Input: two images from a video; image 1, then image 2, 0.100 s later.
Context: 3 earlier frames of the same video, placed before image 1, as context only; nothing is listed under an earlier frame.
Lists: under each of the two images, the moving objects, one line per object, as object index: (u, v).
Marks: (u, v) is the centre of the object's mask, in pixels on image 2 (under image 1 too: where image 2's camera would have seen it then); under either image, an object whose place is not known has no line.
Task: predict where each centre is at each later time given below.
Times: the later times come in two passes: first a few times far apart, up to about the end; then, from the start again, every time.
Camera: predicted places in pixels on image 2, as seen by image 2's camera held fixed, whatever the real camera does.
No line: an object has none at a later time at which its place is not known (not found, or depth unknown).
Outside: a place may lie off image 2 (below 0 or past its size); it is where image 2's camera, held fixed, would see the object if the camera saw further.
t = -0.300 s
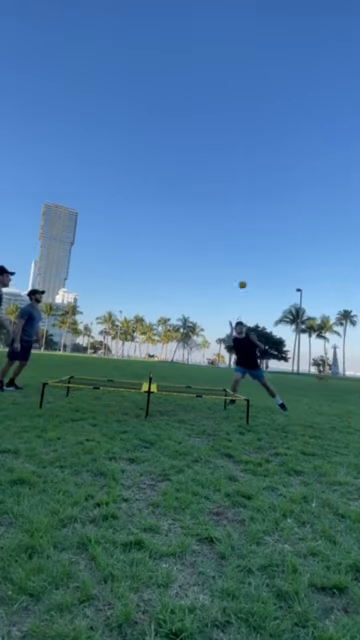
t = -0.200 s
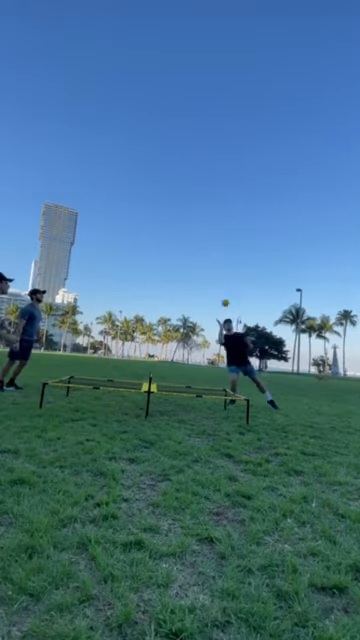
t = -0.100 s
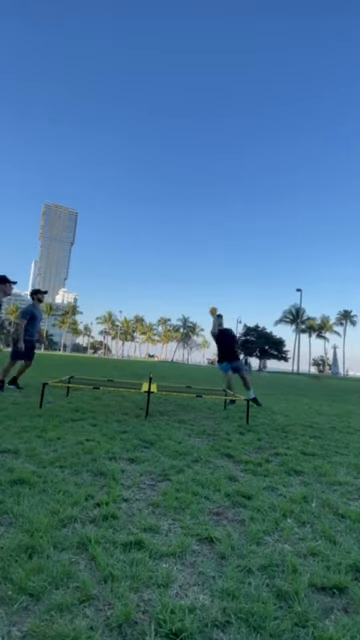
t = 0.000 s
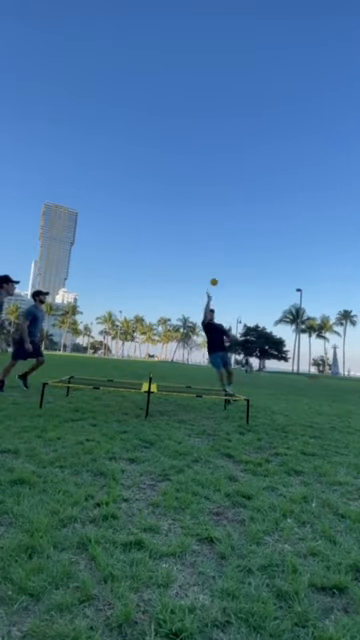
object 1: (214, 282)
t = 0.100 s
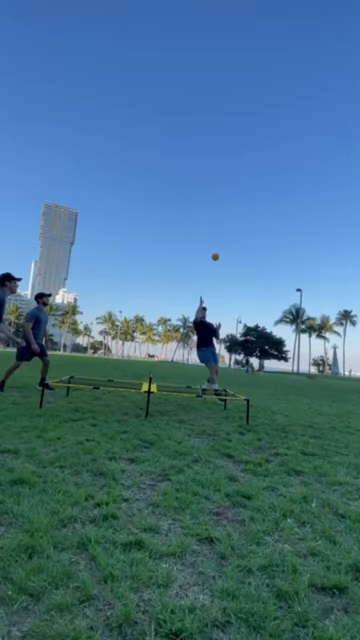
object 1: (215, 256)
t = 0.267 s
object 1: (216, 226)
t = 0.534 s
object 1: (215, 207)
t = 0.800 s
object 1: (211, 232)
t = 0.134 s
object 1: (216, 249)
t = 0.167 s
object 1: (216, 243)
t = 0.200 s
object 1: (216, 236)
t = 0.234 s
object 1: (216, 231)
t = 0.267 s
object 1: (216, 226)
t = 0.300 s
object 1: (216, 222)
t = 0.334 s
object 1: (216, 218)
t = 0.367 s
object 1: (216, 214)
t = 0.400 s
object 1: (216, 212)
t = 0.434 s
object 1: (216, 210)
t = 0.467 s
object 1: (216, 208)
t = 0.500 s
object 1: (216, 208)
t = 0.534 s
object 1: (215, 207)
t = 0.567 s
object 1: (215, 208)
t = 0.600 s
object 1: (214, 209)
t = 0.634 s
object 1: (214, 211)
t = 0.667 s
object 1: (213, 214)
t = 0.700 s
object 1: (213, 217)
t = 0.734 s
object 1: (212, 221)
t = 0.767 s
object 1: (211, 227)
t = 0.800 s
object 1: (211, 232)
